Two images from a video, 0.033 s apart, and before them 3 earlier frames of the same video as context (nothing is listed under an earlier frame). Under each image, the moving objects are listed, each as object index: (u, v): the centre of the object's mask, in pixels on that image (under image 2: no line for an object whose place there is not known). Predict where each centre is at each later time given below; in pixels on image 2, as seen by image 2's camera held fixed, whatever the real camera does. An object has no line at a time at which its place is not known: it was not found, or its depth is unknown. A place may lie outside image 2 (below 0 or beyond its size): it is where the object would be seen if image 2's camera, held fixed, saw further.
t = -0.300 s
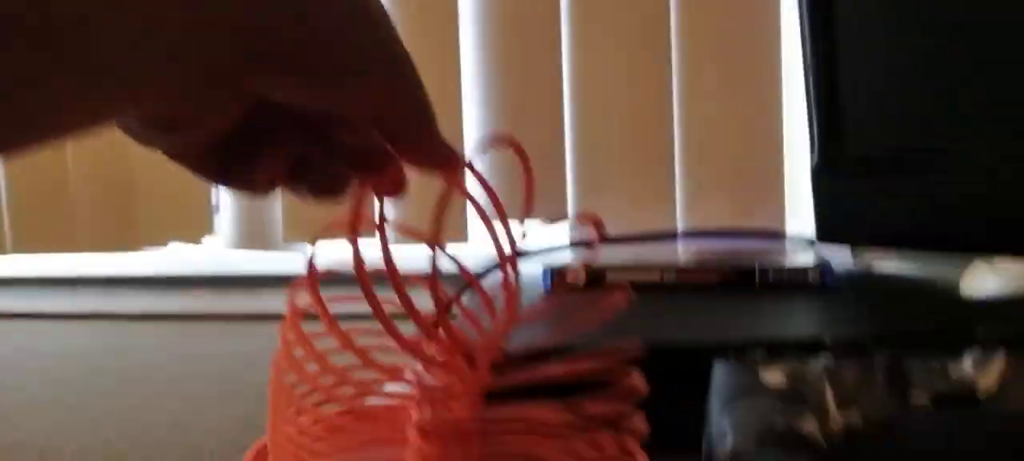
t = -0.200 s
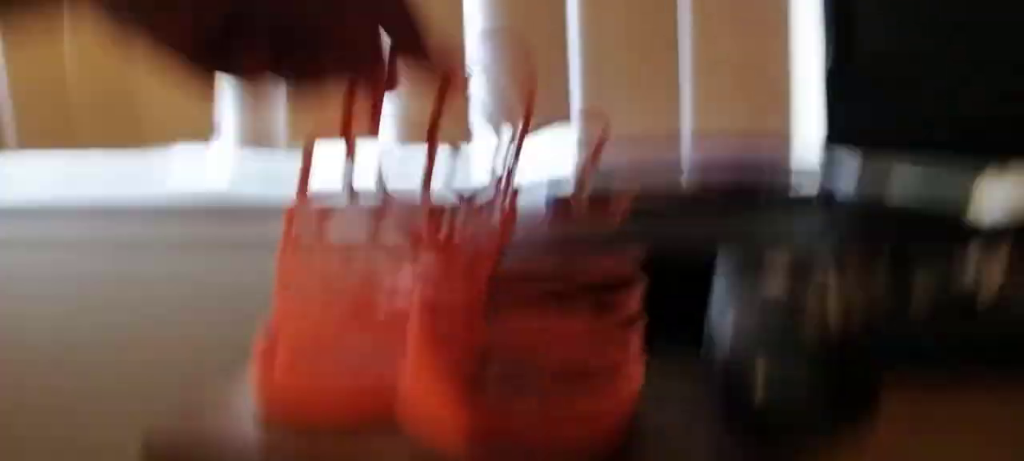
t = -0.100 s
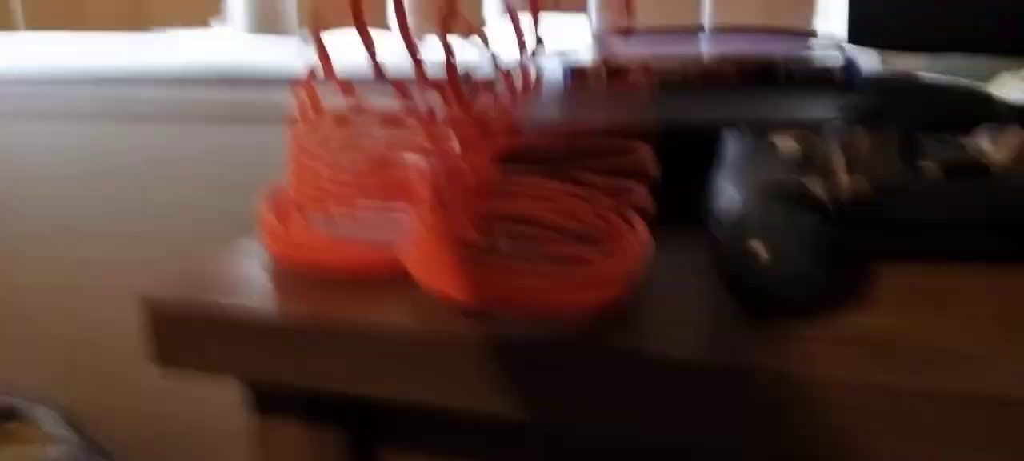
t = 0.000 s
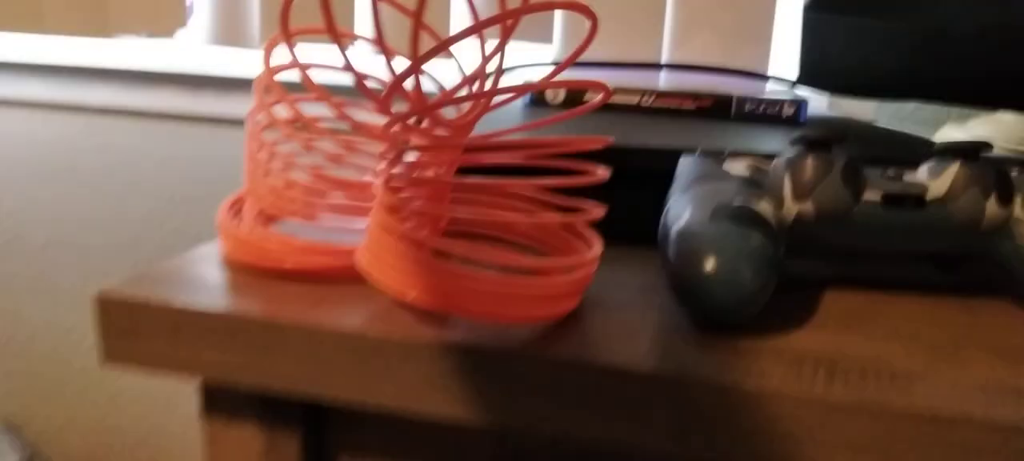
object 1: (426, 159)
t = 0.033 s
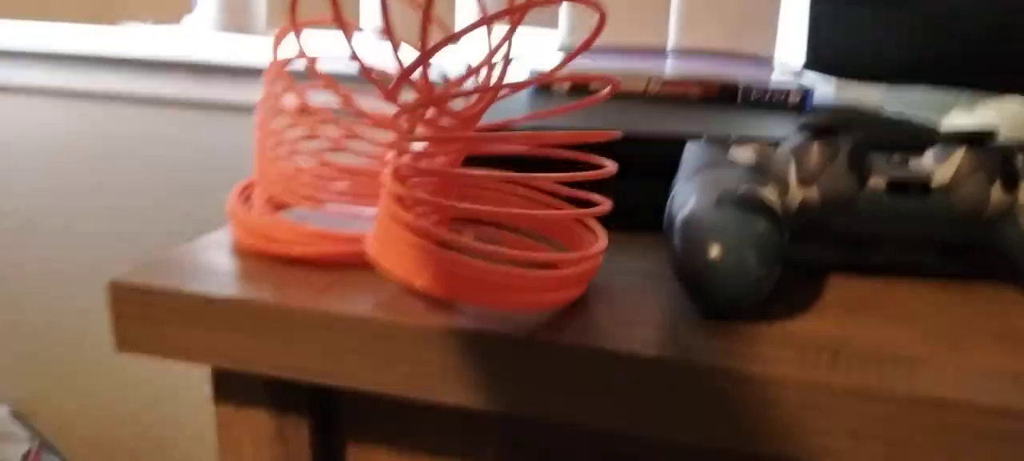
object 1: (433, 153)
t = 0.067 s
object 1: (430, 157)
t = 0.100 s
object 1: (436, 151)
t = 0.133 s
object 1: (425, 170)
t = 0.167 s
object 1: (426, 178)
